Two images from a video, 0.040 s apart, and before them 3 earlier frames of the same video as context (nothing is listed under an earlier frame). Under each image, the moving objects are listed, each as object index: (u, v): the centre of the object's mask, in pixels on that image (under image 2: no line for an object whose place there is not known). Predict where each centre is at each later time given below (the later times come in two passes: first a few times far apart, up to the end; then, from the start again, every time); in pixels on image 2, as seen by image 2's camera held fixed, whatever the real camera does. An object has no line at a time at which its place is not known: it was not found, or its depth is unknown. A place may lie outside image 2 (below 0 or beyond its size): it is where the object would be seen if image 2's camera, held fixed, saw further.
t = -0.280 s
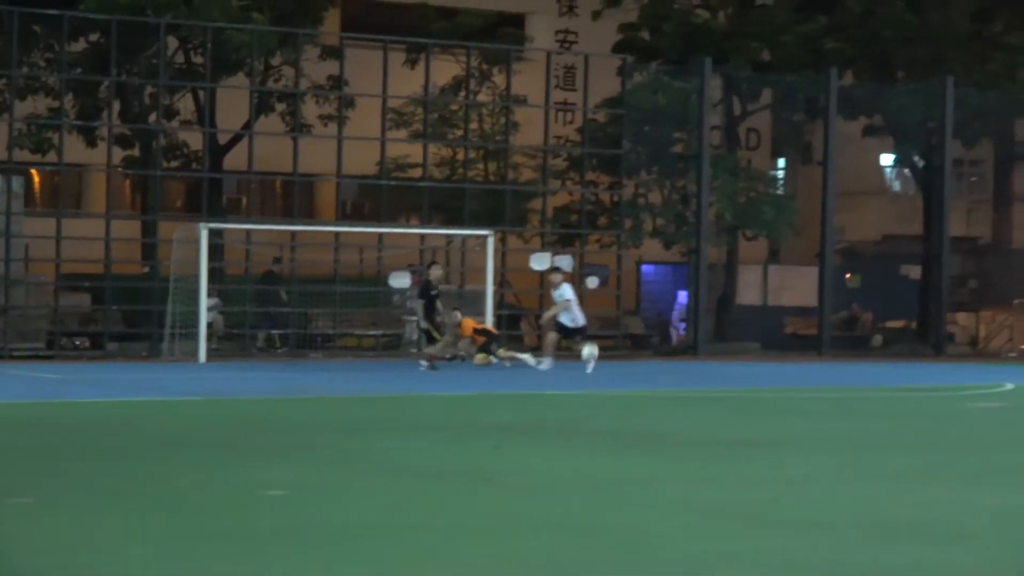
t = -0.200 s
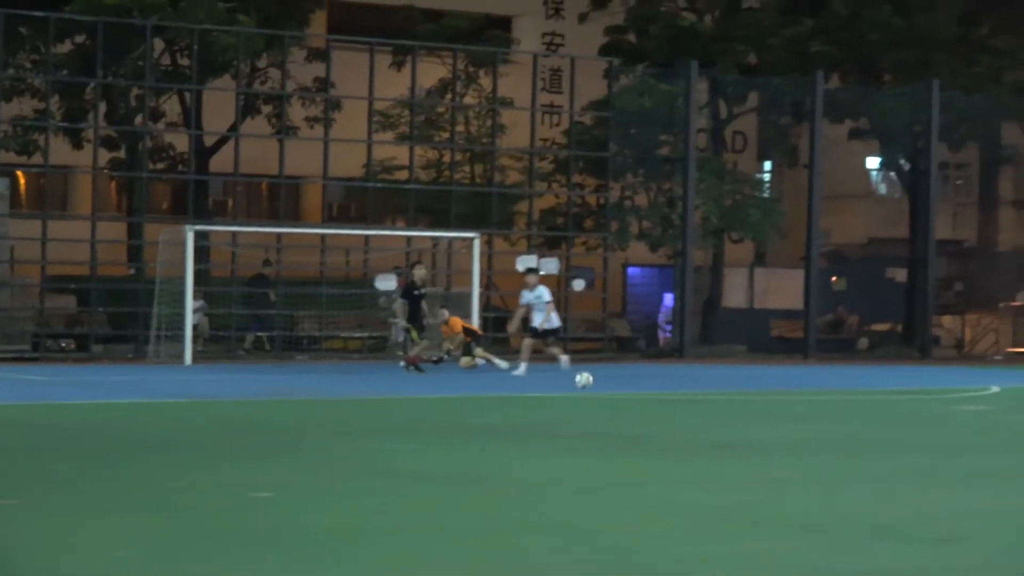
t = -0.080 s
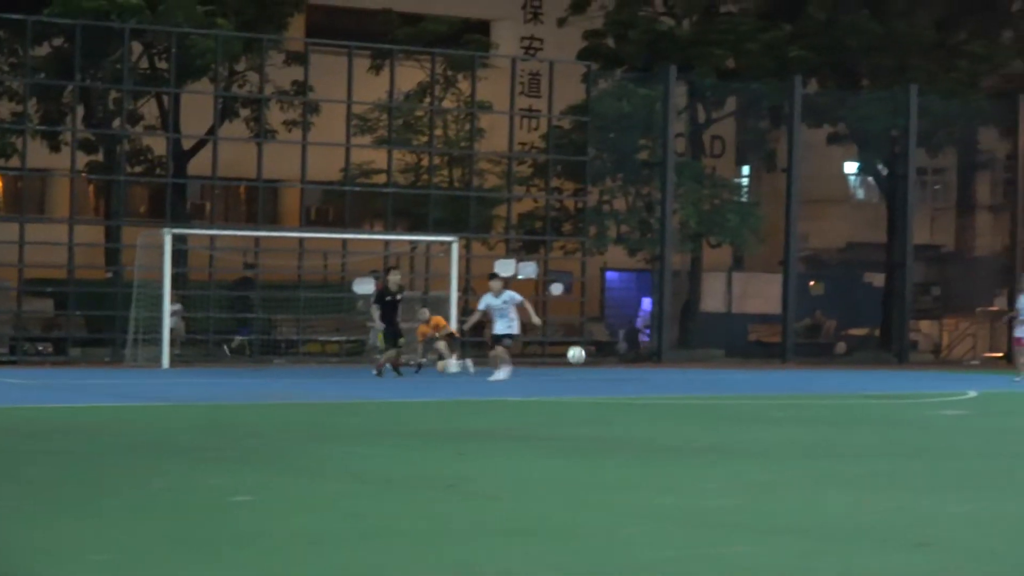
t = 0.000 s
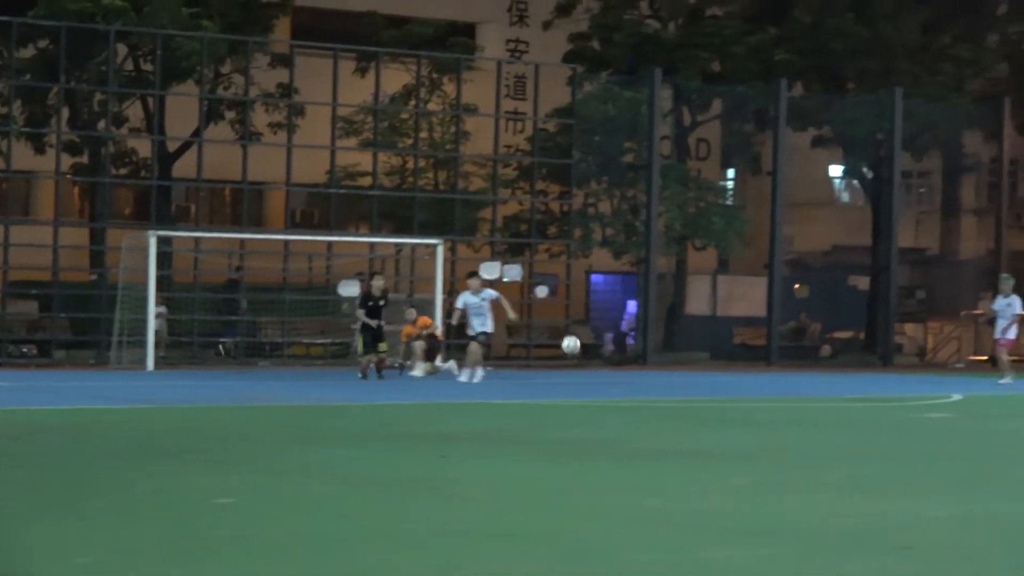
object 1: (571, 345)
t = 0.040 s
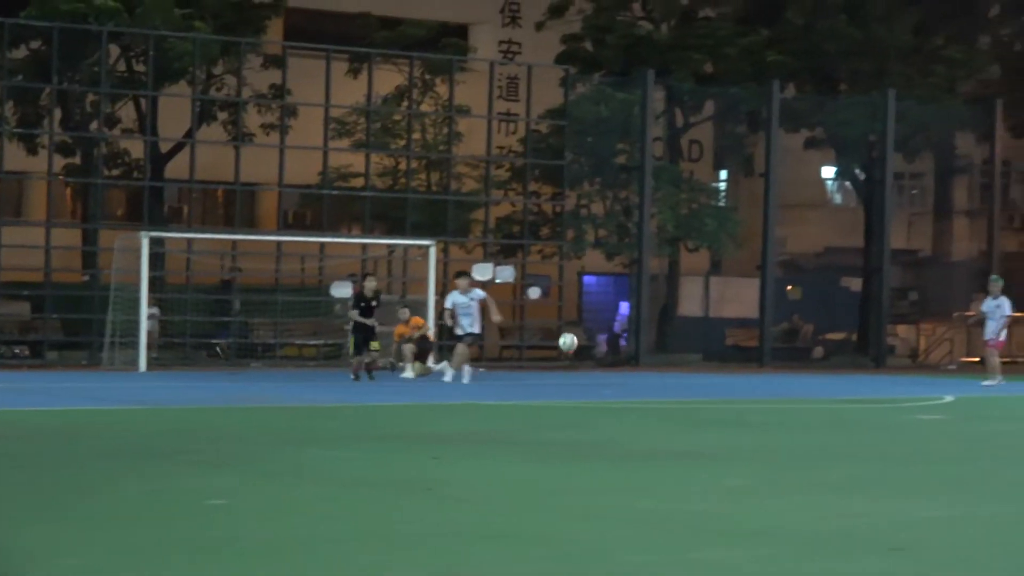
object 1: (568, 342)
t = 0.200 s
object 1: (587, 340)
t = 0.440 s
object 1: (617, 386)
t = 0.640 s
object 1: (644, 384)
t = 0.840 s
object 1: (673, 379)
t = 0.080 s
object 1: (573, 339)
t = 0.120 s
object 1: (577, 338)
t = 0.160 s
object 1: (582, 338)
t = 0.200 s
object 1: (587, 340)
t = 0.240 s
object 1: (592, 343)
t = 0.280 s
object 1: (597, 349)
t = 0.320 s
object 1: (602, 355)
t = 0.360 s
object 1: (607, 364)
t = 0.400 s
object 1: (612, 373)
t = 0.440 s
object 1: (617, 386)
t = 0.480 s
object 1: (623, 400)
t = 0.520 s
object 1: (628, 408)
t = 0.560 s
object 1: (634, 399)
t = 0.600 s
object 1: (639, 390)
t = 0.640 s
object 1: (644, 384)
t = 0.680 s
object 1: (649, 380)
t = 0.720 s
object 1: (655, 376)
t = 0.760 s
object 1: (661, 376)
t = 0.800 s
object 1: (667, 376)
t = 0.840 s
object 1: (673, 379)
